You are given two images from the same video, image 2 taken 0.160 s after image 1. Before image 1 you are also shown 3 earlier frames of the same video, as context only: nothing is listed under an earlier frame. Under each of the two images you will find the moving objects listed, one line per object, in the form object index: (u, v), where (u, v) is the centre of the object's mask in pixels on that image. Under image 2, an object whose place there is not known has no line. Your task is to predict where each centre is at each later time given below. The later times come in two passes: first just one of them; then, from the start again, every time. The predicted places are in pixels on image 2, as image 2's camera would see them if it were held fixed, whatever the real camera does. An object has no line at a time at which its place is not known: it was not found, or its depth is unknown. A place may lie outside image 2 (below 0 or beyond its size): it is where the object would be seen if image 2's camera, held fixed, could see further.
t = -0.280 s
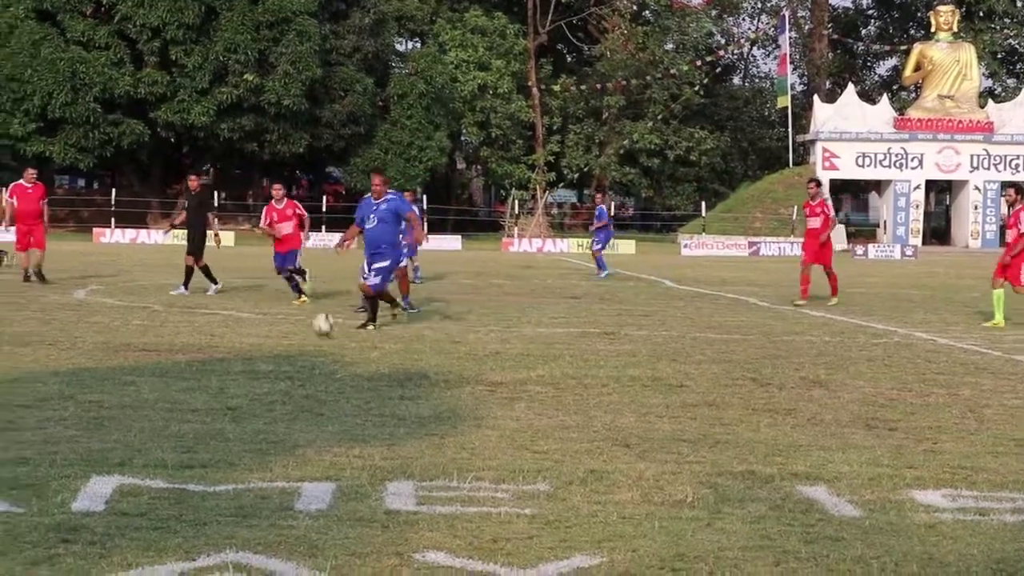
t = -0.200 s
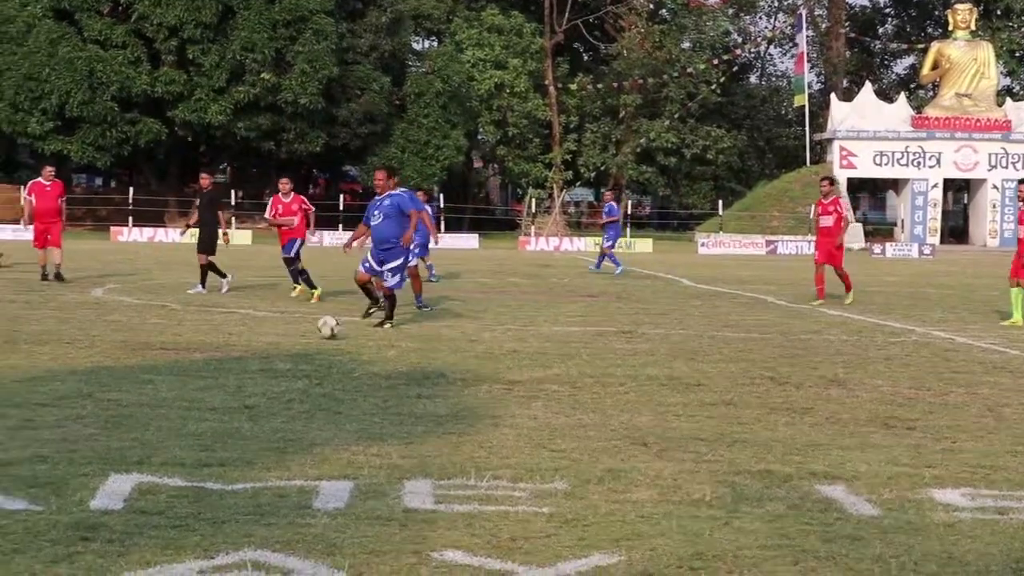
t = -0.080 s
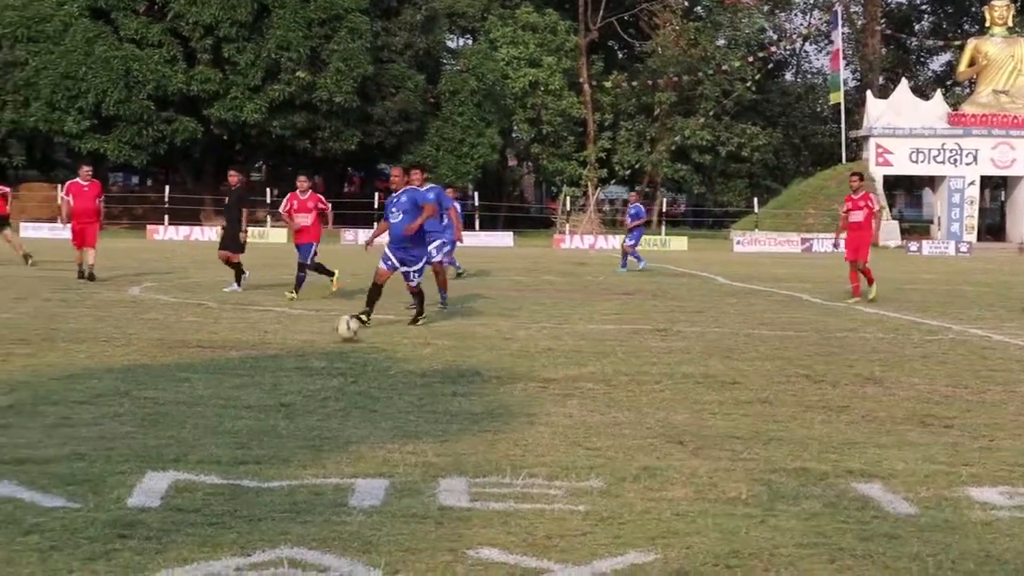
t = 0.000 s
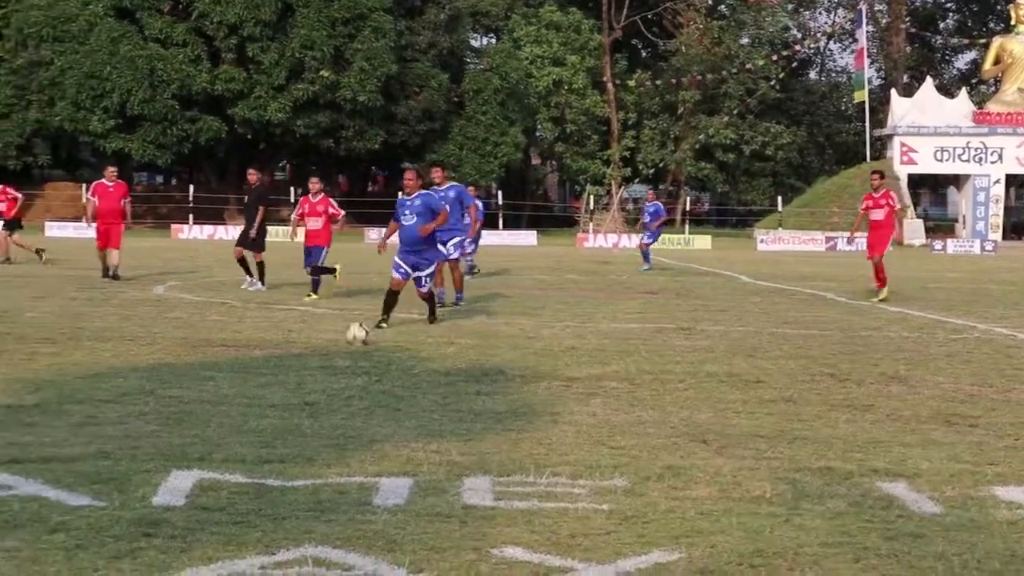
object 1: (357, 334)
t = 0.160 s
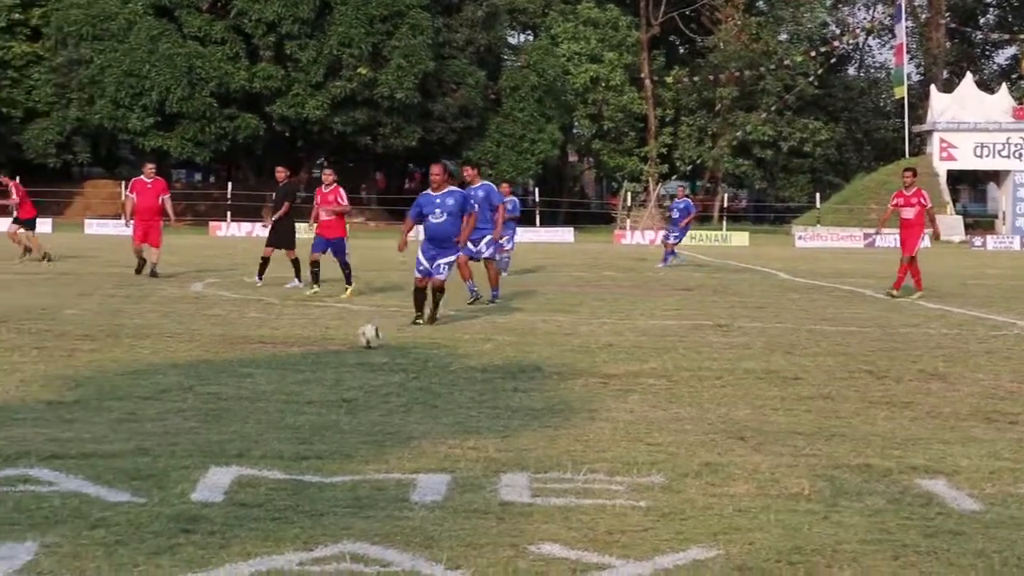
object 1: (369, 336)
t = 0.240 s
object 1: (358, 338)
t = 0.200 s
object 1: (363, 337)
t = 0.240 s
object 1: (358, 338)
